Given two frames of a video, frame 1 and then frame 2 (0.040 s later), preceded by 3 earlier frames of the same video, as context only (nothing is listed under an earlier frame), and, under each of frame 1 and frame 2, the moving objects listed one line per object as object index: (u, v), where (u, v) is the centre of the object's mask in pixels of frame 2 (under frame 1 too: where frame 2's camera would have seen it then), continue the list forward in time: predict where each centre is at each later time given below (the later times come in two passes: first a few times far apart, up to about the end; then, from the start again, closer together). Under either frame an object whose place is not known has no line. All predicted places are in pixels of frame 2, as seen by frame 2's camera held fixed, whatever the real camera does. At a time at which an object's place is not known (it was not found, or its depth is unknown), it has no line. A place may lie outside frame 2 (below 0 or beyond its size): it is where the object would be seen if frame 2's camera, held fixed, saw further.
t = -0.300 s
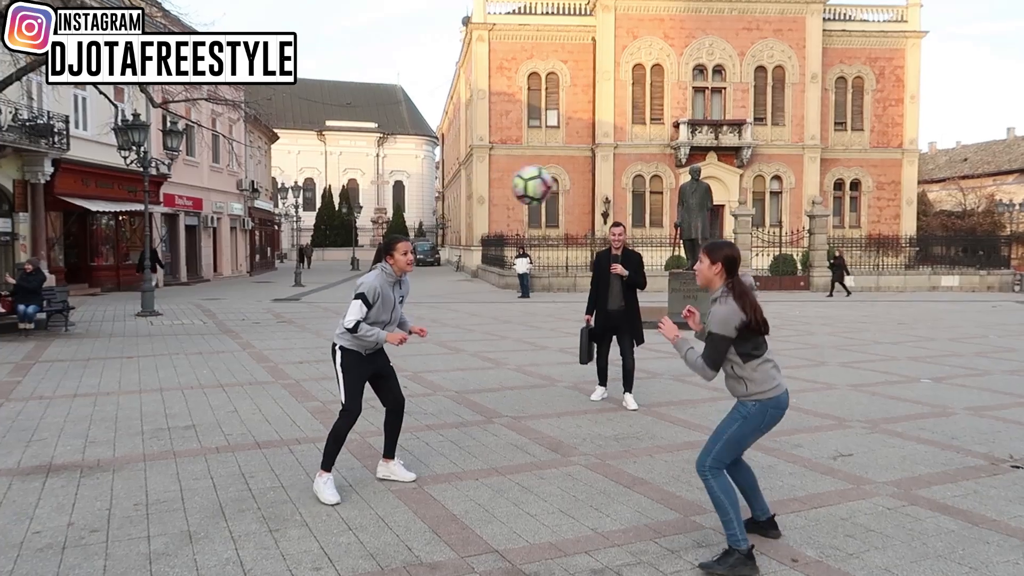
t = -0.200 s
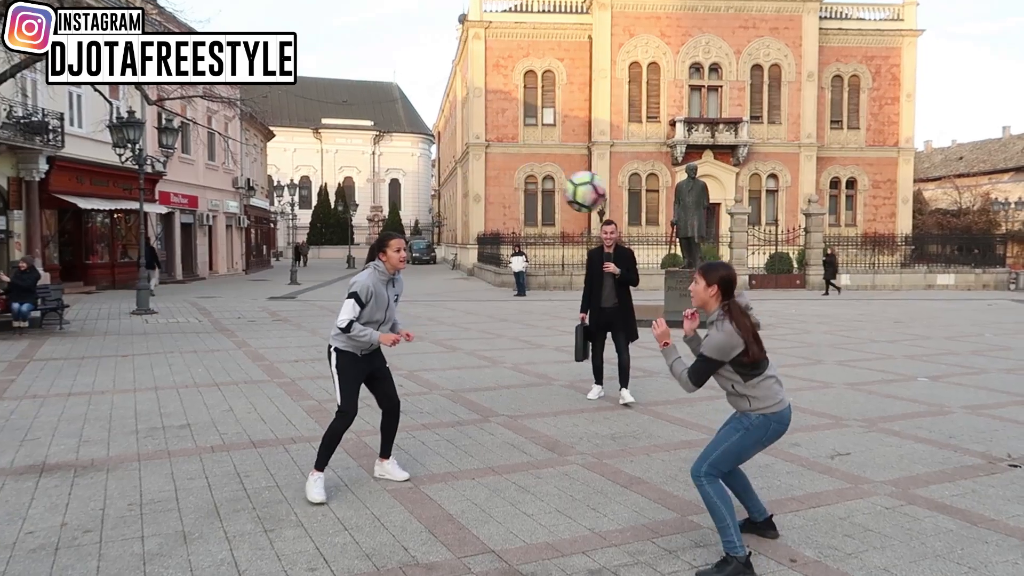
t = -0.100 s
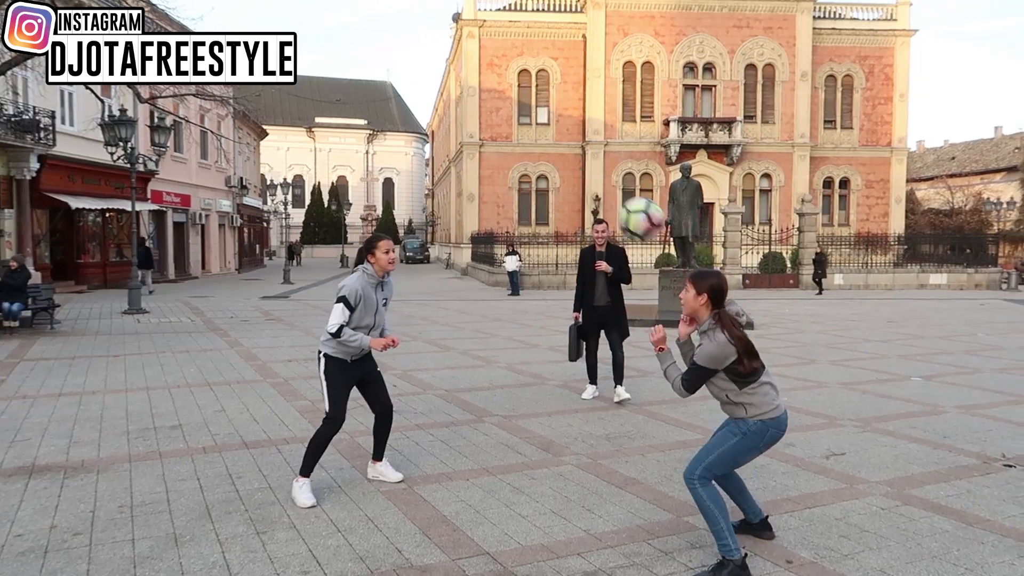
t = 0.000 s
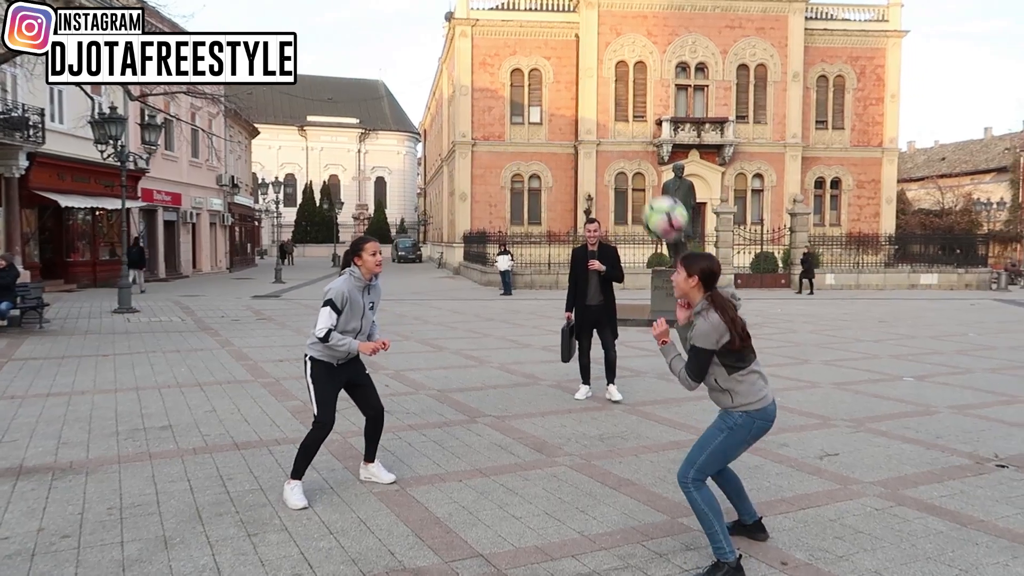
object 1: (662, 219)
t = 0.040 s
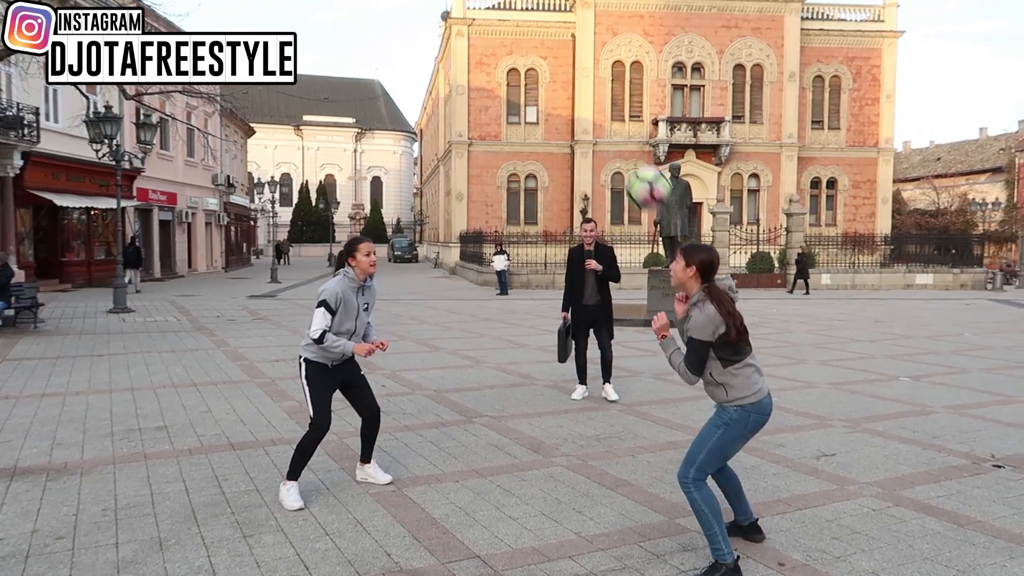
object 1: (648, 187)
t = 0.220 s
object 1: (592, 92)
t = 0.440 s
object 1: (525, 62)
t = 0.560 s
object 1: (490, 84)
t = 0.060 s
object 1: (642, 173)
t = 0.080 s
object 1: (636, 159)
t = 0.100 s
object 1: (629, 148)
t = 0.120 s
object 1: (622, 137)
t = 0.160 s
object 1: (610, 116)
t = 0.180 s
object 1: (604, 107)
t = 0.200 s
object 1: (598, 99)
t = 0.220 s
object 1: (592, 92)
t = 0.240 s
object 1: (585, 85)
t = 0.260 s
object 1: (578, 79)
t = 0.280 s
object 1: (572, 74)
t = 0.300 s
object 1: (566, 70)
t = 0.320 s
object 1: (560, 66)
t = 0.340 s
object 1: (554, 64)
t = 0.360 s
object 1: (548, 62)
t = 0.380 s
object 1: (542, 61)
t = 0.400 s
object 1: (536, 61)
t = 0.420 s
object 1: (531, 61)
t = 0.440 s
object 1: (525, 62)
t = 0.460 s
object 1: (519, 64)
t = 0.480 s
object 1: (514, 67)
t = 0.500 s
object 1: (508, 70)
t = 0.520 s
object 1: (502, 74)
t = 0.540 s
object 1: (496, 79)
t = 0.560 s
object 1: (490, 84)
